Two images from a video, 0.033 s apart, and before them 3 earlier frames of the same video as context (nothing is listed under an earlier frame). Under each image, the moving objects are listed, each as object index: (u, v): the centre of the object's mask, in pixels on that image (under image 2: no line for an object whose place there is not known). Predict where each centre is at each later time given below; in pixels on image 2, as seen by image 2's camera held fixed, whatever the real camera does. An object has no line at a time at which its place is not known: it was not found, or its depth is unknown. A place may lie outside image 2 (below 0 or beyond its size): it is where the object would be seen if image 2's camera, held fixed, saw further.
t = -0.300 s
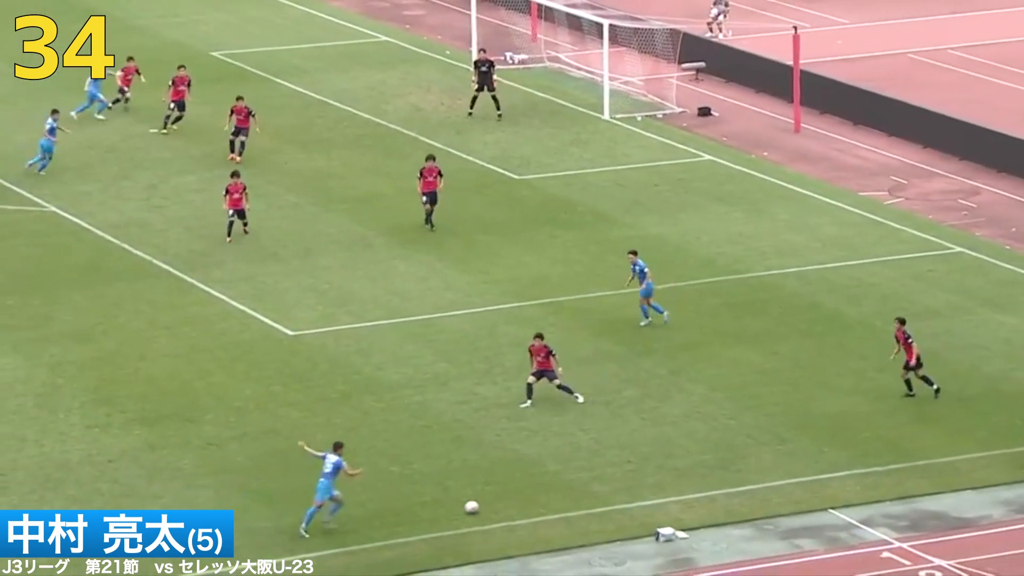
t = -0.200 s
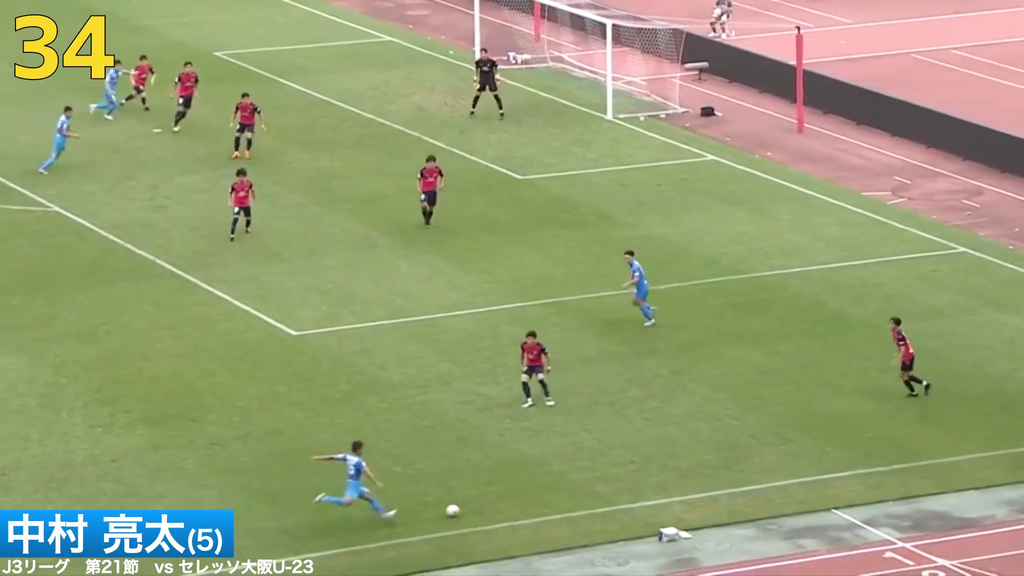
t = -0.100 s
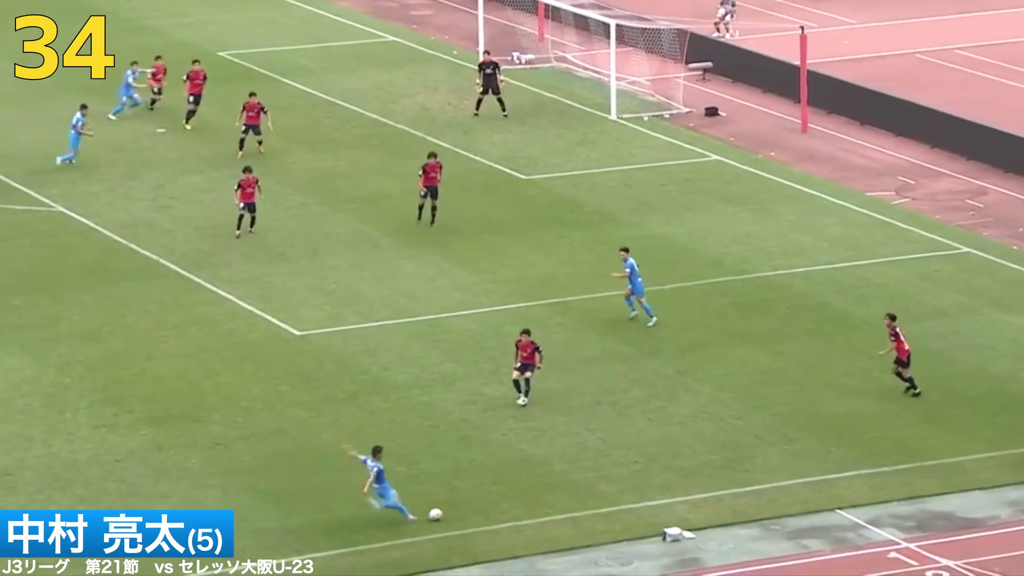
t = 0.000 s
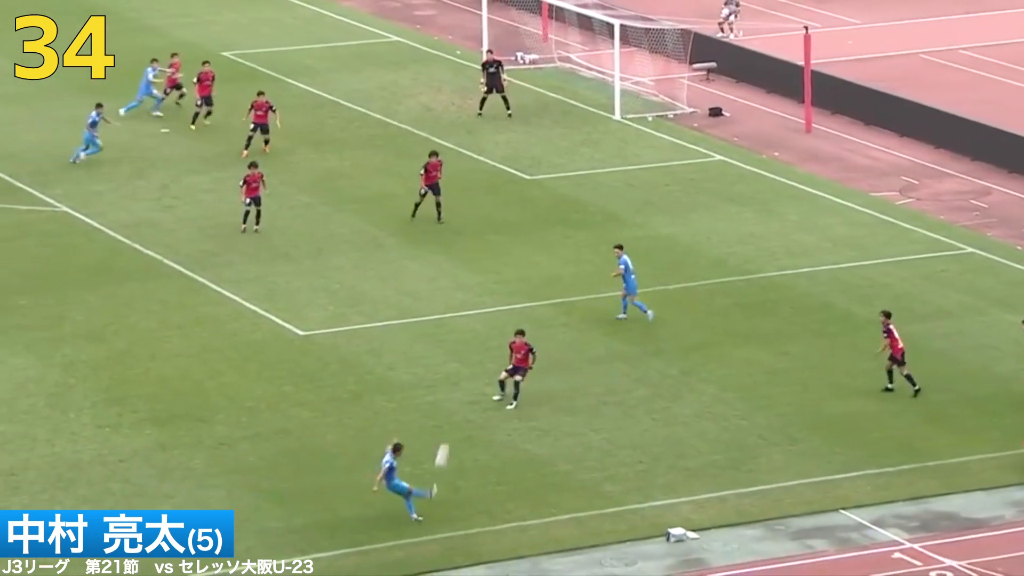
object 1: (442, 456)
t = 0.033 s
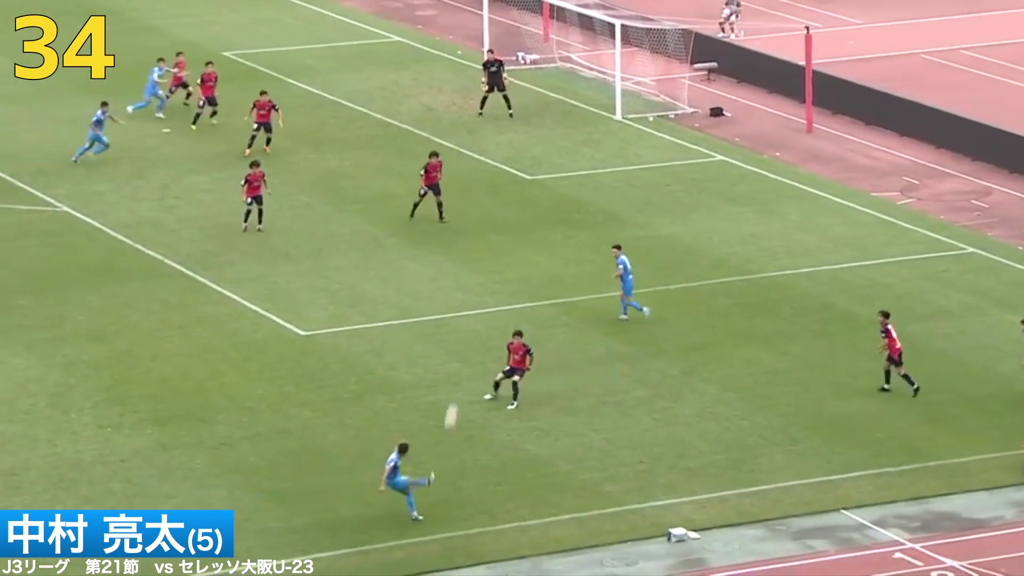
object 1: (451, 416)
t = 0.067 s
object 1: (457, 379)
